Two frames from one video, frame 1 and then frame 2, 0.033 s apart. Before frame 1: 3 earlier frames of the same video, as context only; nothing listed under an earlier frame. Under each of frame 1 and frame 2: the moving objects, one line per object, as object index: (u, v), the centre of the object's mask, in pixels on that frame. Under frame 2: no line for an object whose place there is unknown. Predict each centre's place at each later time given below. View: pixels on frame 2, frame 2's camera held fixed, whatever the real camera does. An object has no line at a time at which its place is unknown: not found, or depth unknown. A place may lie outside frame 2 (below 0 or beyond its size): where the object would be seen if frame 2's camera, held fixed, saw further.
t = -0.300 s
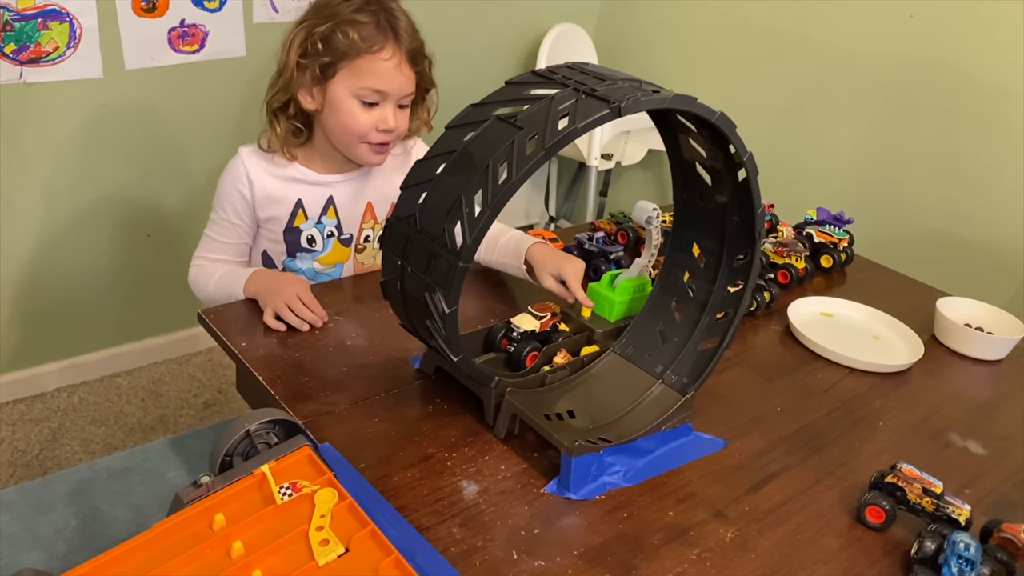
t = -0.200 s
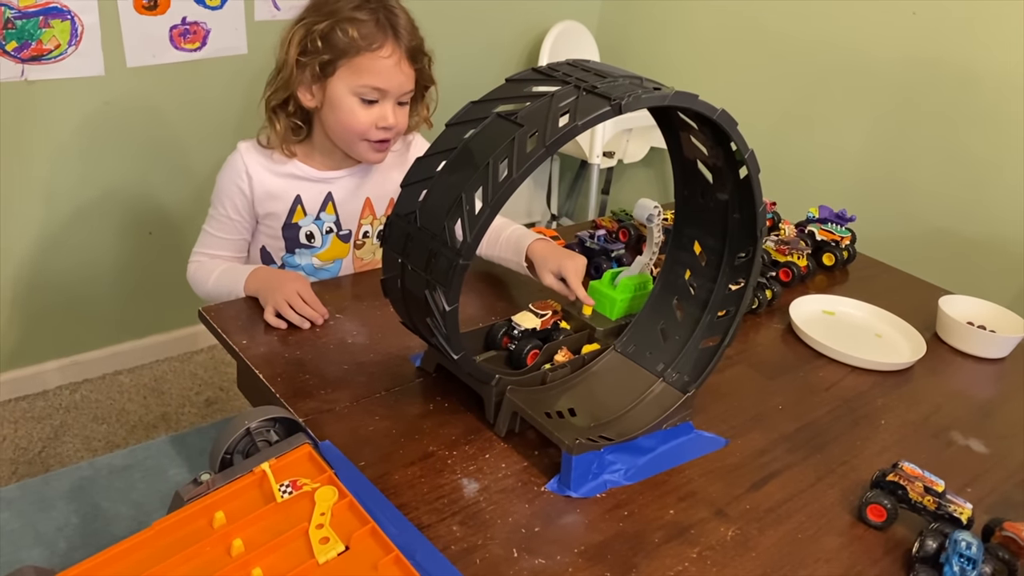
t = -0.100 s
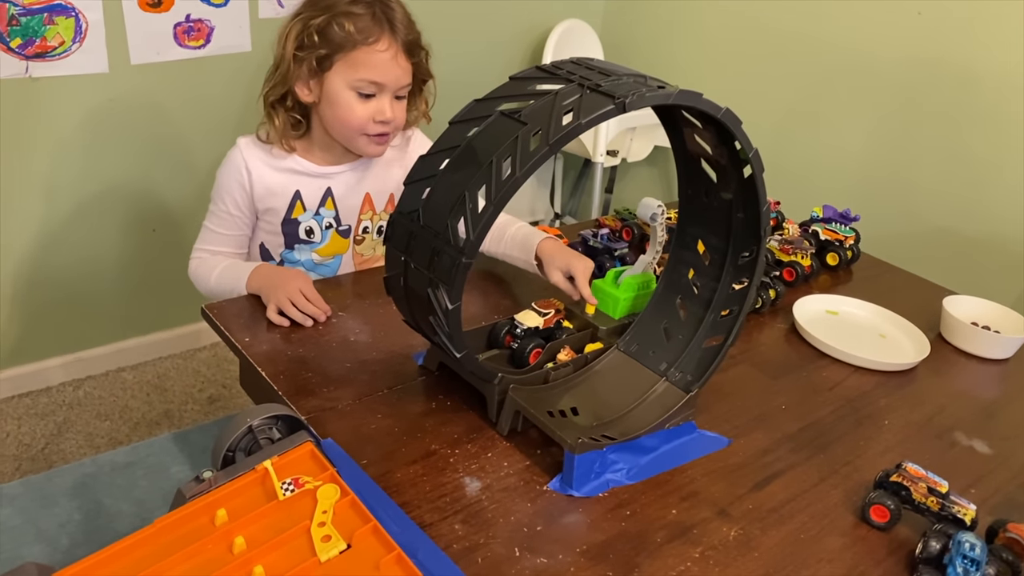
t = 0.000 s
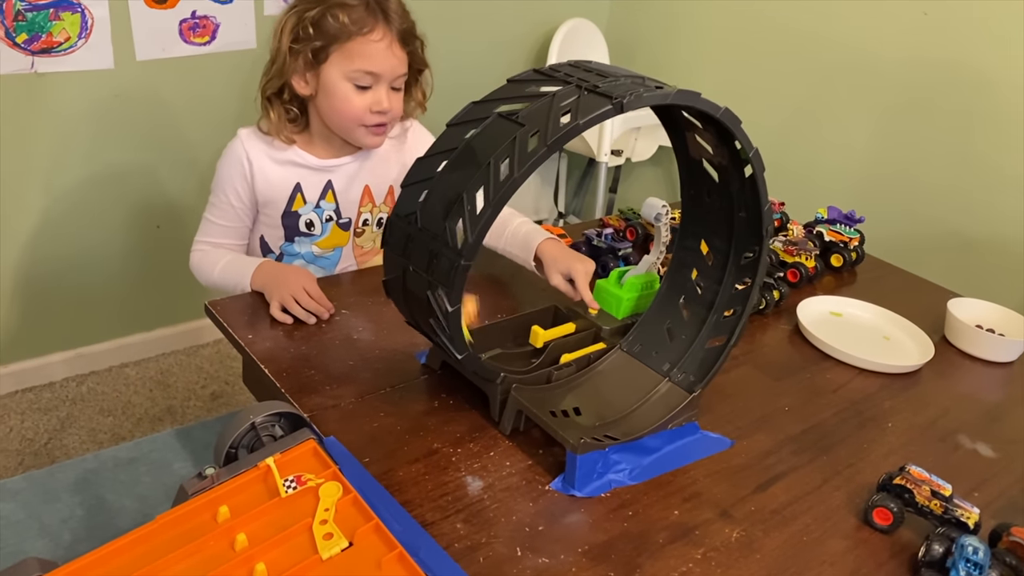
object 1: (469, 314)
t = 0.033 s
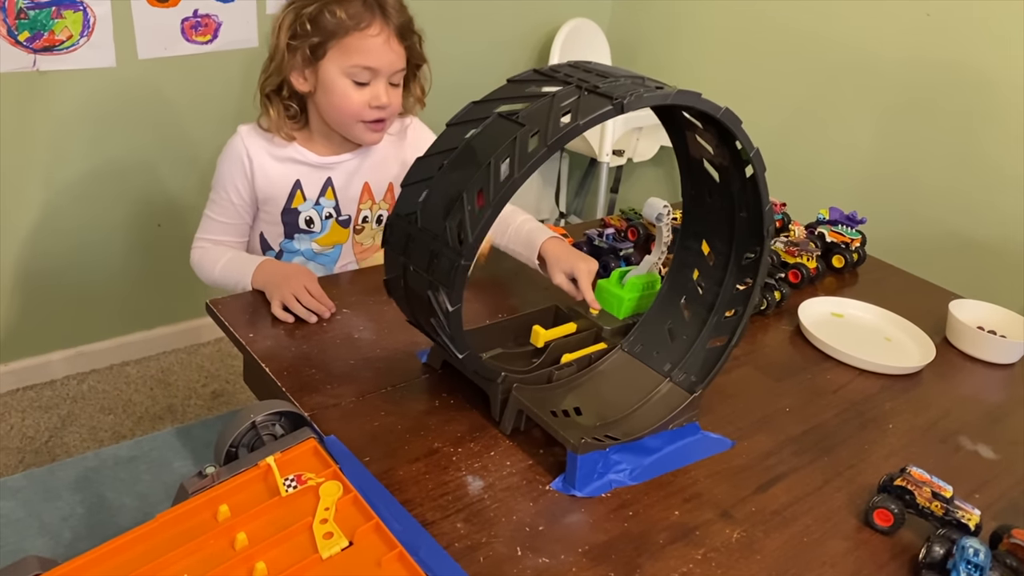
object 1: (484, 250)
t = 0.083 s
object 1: (564, 162)
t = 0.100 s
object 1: (596, 141)
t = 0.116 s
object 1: (625, 125)
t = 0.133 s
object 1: (651, 118)
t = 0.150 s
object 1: (673, 116)
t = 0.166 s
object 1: (690, 122)
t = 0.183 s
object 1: (709, 133)
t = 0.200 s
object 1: (727, 145)
